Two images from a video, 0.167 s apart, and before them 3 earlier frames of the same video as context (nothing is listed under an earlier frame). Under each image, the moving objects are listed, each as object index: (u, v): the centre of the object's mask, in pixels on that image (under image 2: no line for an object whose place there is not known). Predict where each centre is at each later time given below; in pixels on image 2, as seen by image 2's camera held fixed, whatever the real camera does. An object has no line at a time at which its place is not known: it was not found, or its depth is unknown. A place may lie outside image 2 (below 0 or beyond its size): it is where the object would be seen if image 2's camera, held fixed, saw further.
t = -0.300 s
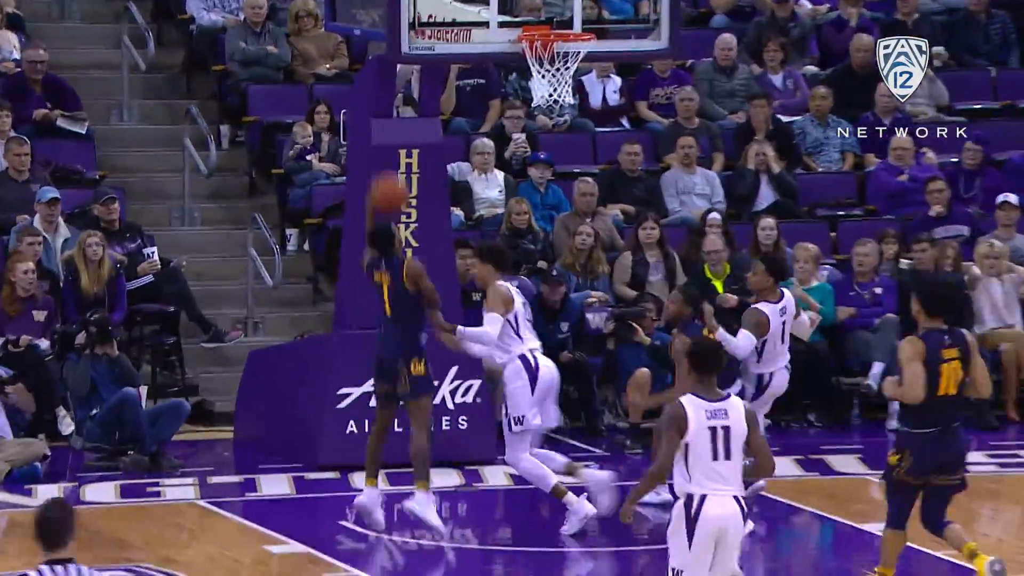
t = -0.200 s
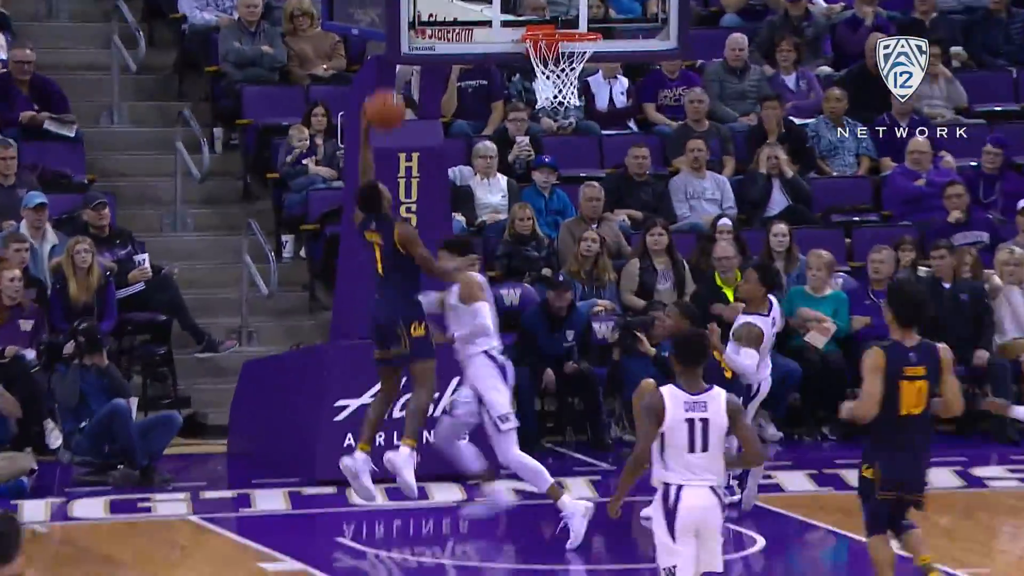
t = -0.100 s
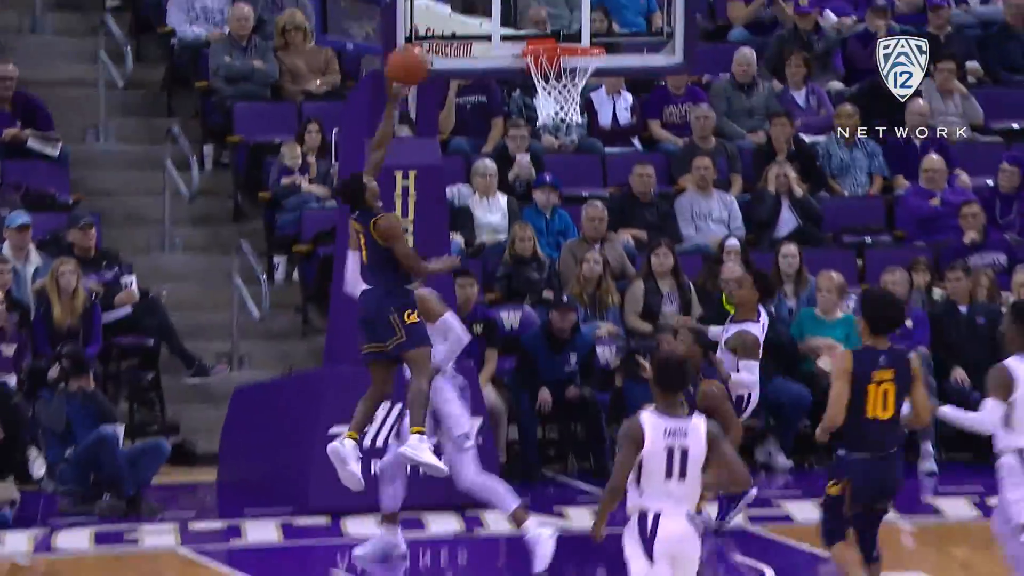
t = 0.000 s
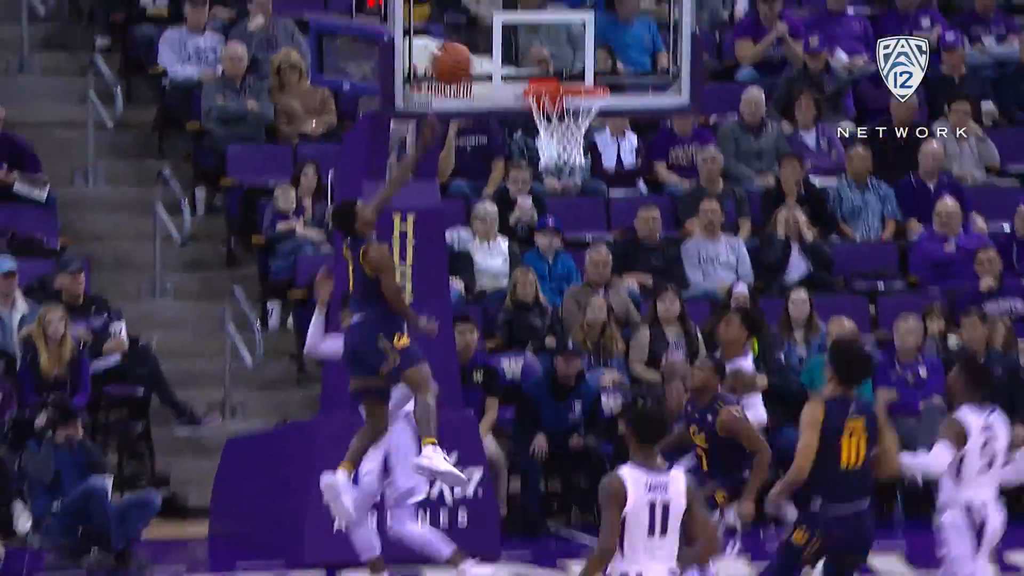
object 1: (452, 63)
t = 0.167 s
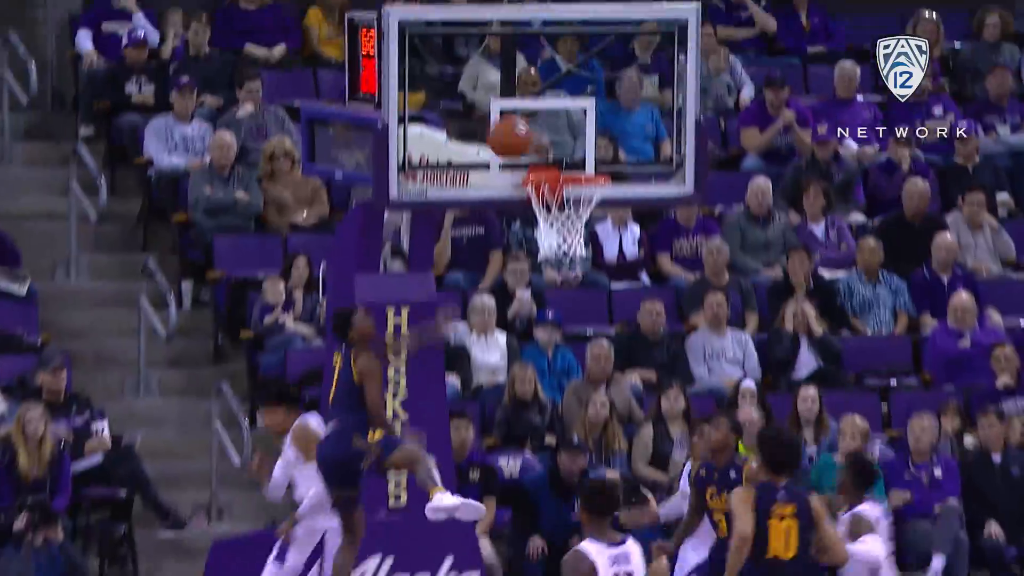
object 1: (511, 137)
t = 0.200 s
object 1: (523, 140)
